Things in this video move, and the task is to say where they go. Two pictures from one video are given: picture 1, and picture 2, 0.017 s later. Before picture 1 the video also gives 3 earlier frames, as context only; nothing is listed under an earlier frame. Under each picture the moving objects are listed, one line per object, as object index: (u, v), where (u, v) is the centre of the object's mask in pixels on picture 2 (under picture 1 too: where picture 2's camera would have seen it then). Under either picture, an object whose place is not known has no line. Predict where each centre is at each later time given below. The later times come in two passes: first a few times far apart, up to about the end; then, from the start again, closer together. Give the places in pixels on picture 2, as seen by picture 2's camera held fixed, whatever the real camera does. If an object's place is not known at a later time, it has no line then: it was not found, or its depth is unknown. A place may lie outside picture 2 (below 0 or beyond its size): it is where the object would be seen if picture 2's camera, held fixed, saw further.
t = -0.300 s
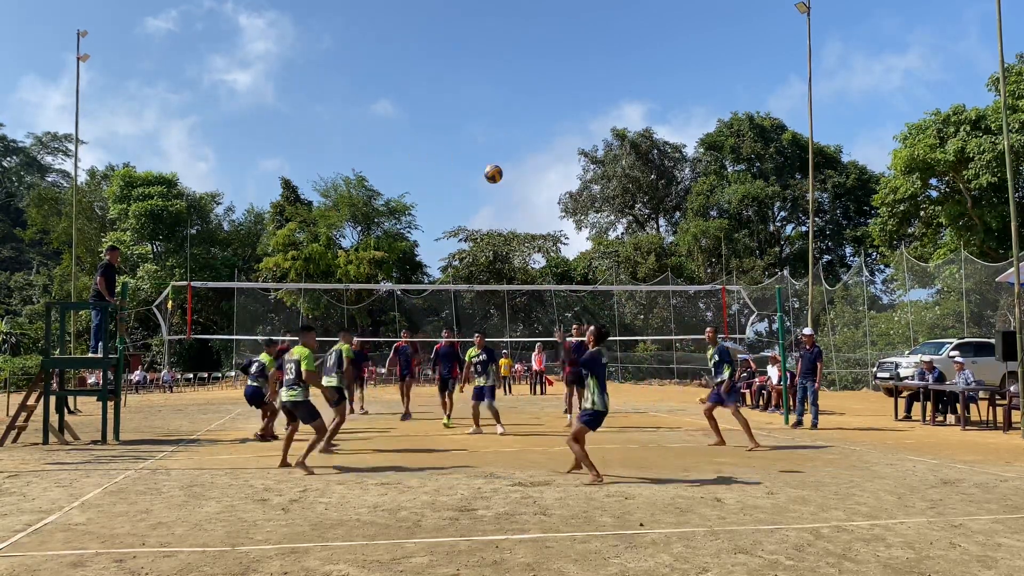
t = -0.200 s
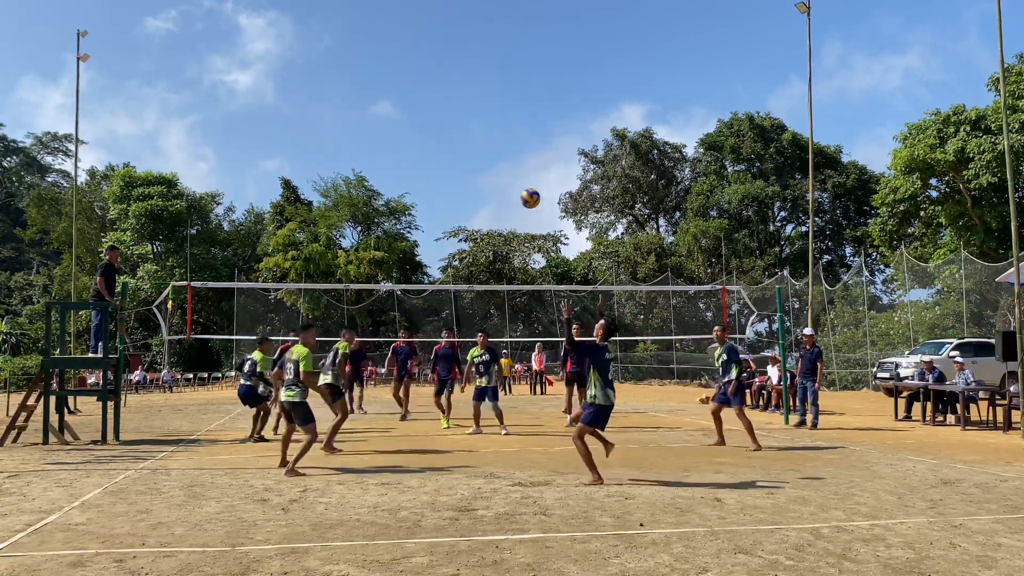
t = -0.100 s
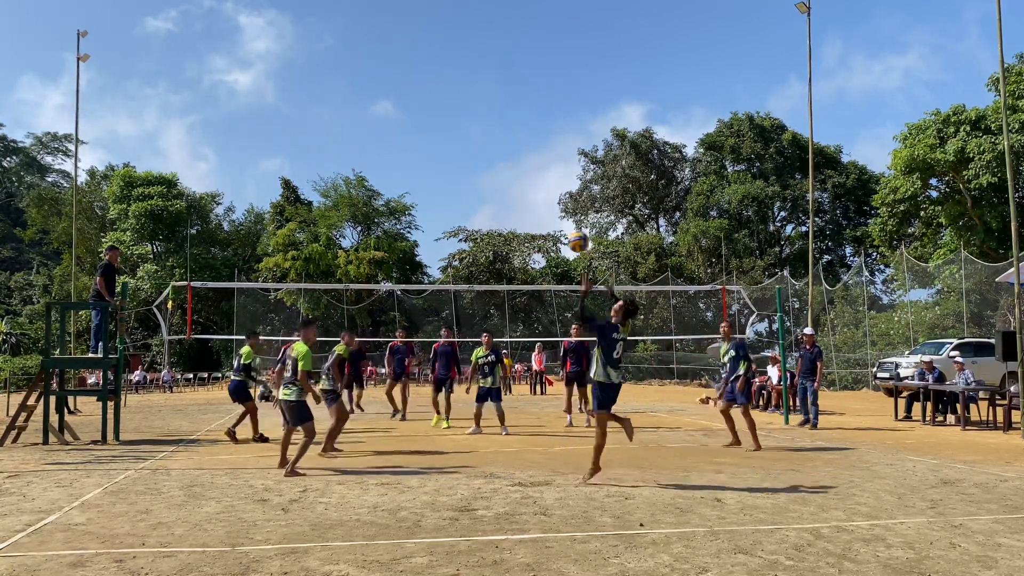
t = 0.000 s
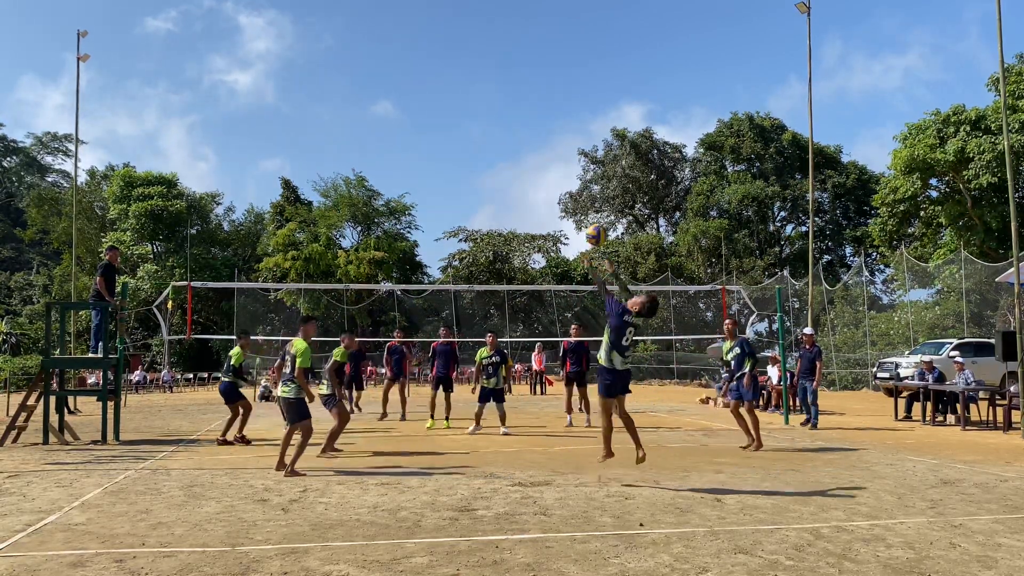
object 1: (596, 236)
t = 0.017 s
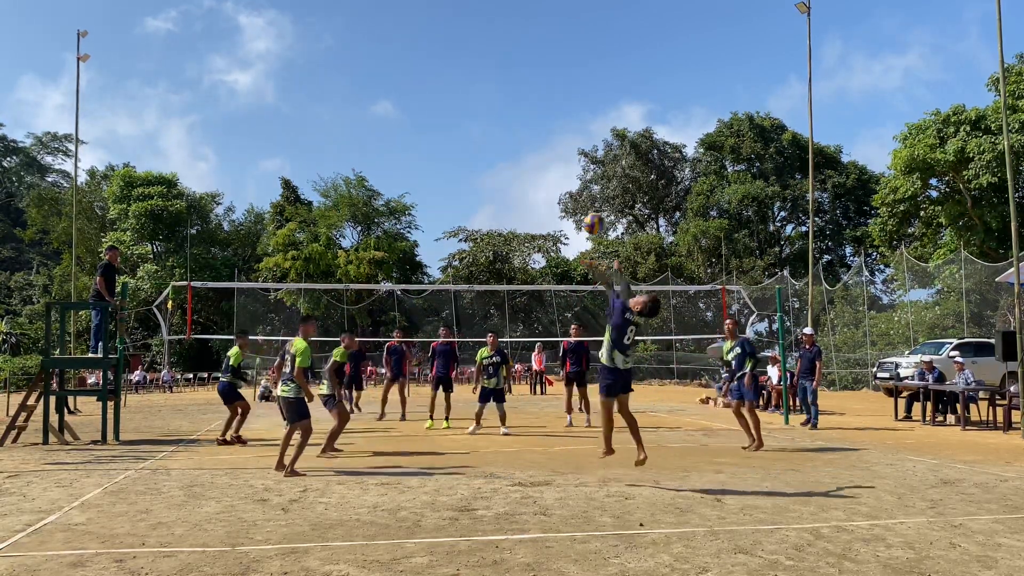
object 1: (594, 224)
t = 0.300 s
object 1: (562, 98)
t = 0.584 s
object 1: (540, 65)
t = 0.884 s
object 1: (523, 99)
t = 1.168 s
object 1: (511, 181)
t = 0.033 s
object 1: (590, 213)
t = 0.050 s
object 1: (589, 203)
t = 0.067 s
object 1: (588, 194)
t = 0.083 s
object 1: (585, 184)
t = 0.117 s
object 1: (581, 167)
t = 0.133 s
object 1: (579, 158)
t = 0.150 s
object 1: (577, 151)
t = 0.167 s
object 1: (575, 144)
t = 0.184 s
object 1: (573, 137)
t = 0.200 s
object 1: (571, 130)
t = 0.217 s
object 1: (570, 124)
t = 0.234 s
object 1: (568, 118)
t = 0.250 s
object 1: (567, 113)
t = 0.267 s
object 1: (565, 108)
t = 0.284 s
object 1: (563, 103)
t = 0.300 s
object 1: (562, 98)
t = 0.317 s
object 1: (560, 94)
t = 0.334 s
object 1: (559, 90)
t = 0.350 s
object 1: (557, 87)
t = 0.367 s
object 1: (556, 83)
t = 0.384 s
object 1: (554, 80)
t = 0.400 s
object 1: (553, 78)
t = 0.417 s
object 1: (552, 75)
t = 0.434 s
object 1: (550, 73)
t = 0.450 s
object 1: (549, 71)
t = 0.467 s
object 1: (548, 70)
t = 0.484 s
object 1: (547, 68)
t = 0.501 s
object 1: (545, 67)
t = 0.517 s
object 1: (544, 66)
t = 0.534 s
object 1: (543, 65)
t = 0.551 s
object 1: (542, 65)
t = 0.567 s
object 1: (541, 65)
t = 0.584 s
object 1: (540, 65)
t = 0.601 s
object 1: (539, 65)
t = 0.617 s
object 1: (538, 65)
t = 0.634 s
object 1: (536, 66)
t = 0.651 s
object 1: (535, 67)
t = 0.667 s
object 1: (534, 68)
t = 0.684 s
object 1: (533, 69)
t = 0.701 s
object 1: (532, 71)
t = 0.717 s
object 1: (532, 72)
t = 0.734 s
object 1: (530, 74)
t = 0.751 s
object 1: (530, 76)
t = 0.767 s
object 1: (529, 79)
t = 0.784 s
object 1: (528, 81)
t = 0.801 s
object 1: (527, 84)
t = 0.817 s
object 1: (526, 86)
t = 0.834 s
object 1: (525, 89)
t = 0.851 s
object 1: (524, 92)
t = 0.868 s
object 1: (524, 96)
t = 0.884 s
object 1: (523, 99)
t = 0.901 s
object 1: (522, 103)
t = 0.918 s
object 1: (521, 107)
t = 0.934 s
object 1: (521, 111)
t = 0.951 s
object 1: (520, 115)
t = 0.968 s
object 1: (519, 119)
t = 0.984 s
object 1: (518, 123)
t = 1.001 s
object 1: (518, 128)
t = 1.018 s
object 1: (517, 133)
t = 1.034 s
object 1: (516, 137)
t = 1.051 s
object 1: (516, 142)
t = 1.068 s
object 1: (515, 148)
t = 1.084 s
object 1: (514, 153)
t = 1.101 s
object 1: (514, 158)
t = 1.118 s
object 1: (513, 164)
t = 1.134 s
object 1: (512, 169)
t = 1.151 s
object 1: (512, 175)
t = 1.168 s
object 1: (511, 181)
